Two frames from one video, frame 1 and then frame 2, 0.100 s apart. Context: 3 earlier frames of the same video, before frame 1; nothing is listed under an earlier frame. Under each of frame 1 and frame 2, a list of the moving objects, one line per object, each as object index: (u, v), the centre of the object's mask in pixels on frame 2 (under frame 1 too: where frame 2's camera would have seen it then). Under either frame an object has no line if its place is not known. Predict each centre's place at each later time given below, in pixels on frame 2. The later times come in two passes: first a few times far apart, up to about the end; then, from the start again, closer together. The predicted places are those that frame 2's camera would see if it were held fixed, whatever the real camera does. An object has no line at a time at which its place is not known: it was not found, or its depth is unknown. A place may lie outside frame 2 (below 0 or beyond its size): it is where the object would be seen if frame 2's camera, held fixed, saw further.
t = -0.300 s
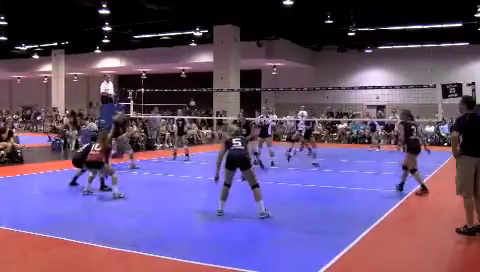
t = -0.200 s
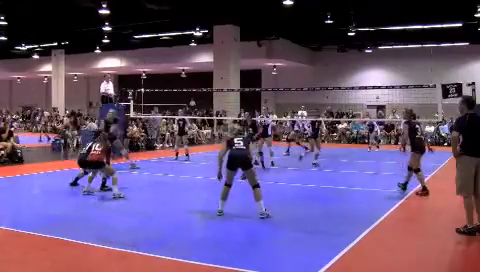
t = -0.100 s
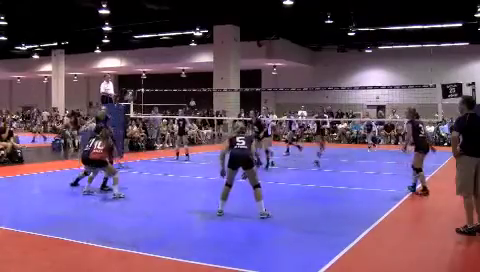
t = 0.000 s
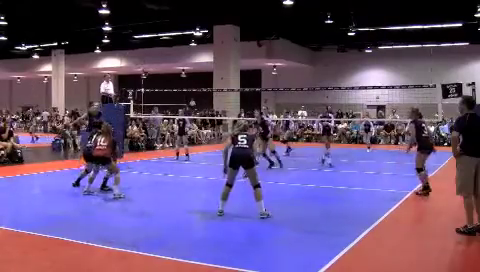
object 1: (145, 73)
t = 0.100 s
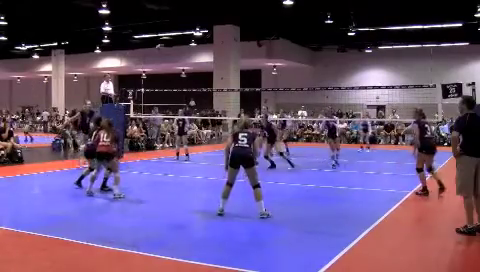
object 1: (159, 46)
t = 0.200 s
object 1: (174, 32)
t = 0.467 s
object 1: (211, 10)
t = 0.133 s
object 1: (164, 41)
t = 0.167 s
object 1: (168, 37)
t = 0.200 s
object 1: (174, 32)
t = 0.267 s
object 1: (183, 23)
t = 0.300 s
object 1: (188, 20)
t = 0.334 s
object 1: (193, 17)
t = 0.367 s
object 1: (197, 15)
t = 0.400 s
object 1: (202, 13)
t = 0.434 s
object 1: (206, 11)
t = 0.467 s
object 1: (211, 10)
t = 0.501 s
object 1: (215, 10)
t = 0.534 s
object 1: (219, 10)
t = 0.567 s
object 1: (224, 10)
